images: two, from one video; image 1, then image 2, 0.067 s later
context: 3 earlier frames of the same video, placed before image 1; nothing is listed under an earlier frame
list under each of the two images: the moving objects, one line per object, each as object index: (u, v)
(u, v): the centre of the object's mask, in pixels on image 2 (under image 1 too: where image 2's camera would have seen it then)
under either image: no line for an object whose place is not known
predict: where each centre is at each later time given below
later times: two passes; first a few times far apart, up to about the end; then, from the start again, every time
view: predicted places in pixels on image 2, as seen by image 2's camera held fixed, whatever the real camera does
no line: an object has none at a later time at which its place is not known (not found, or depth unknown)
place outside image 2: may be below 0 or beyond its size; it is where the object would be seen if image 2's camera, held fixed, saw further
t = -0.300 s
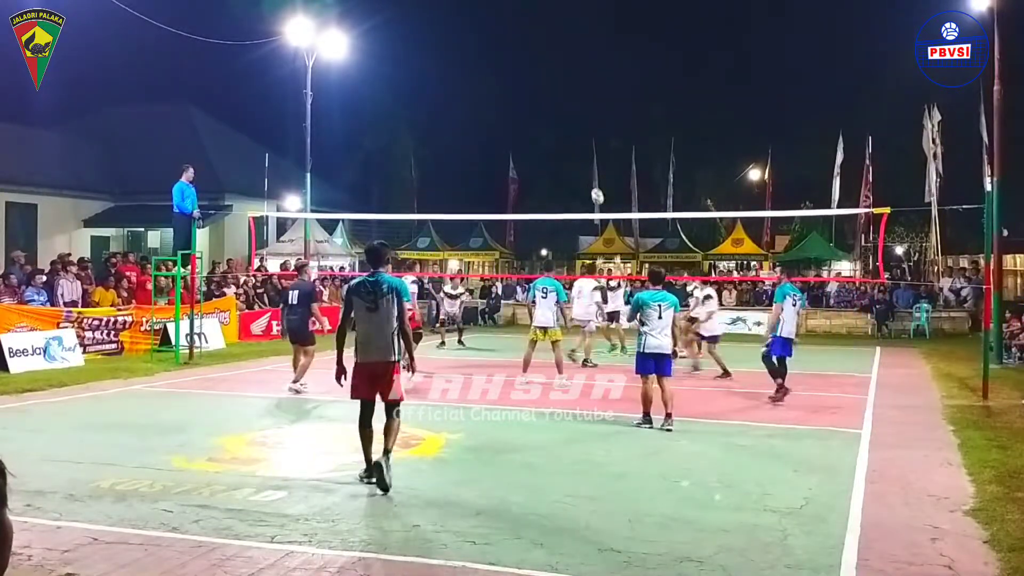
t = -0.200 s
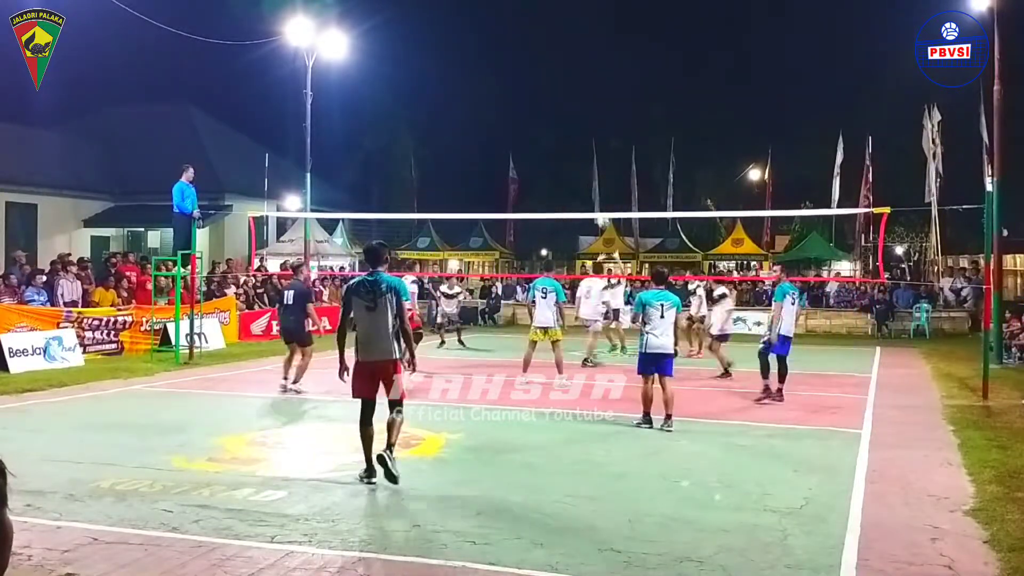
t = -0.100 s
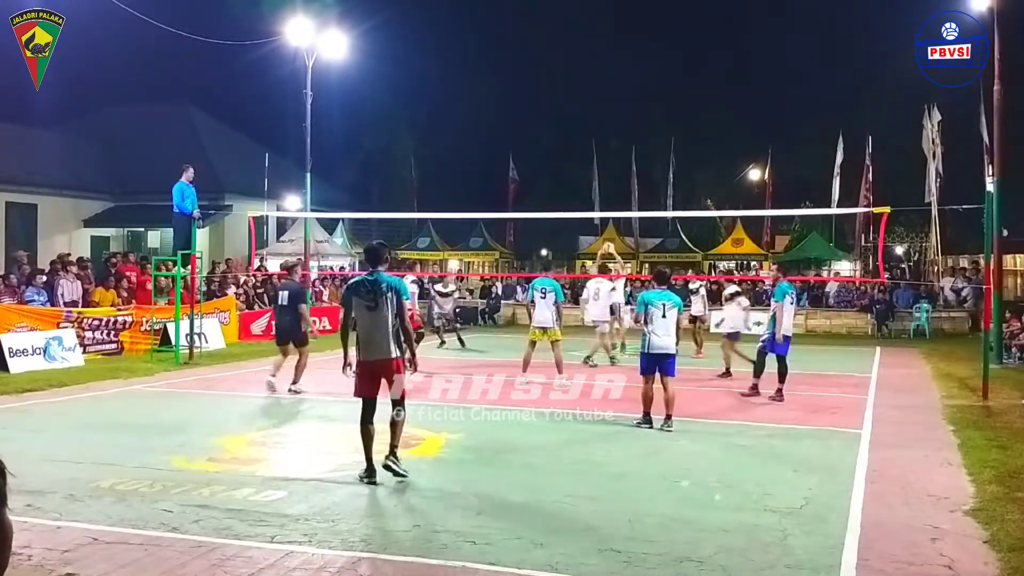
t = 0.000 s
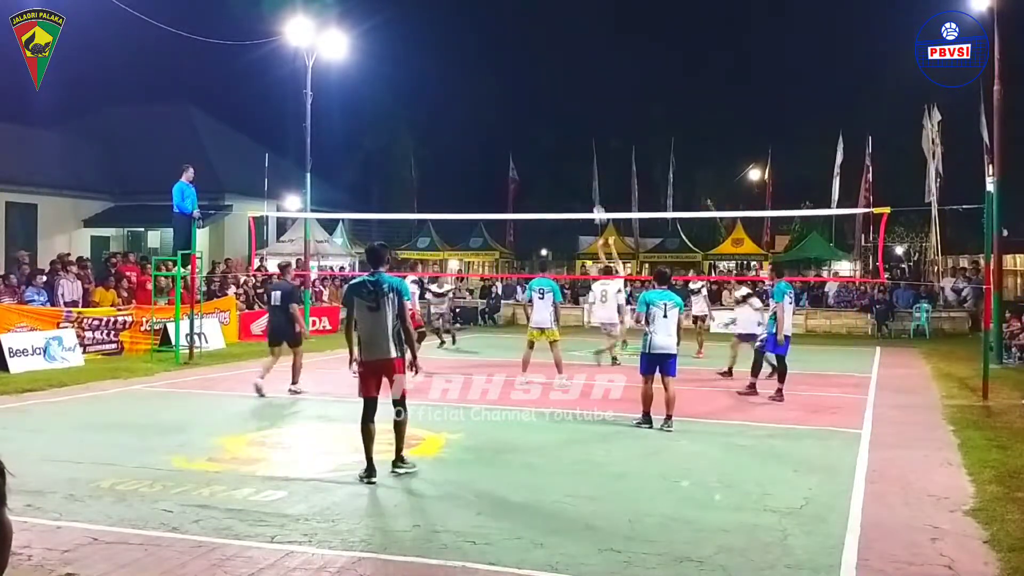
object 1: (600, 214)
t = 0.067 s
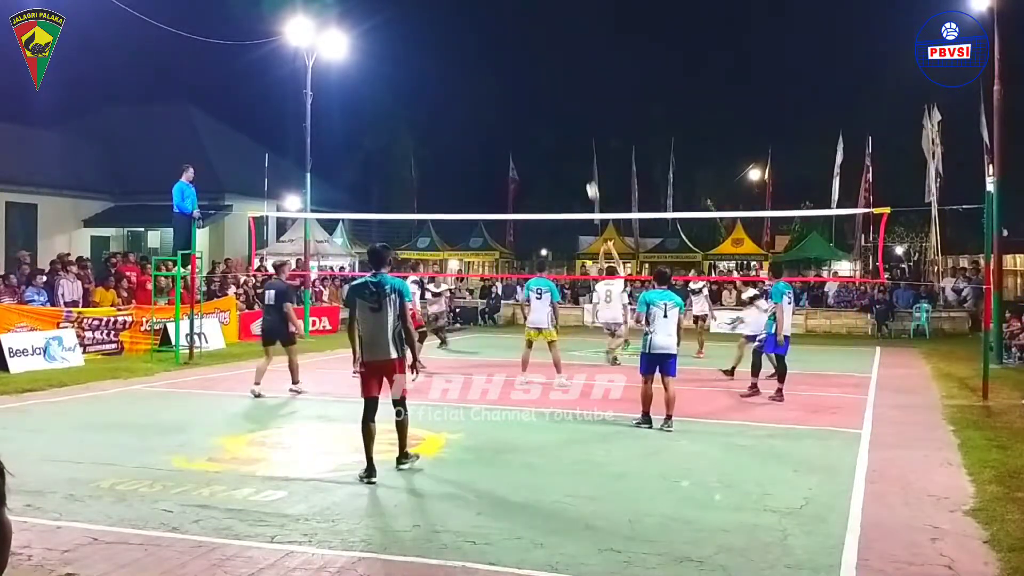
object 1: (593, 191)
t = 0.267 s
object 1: (571, 131)
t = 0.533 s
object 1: (543, 82)
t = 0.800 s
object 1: (513, 71)
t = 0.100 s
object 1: (589, 179)
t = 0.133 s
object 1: (585, 169)
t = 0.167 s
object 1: (582, 158)
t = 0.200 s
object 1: (578, 148)
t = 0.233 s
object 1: (575, 139)
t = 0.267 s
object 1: (571, 131)
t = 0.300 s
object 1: (568, 123)
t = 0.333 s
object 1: (564, 115)
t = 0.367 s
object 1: (561, 108)
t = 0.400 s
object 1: (557, 102)
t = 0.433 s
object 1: (553, 96)
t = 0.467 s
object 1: (550, 90)
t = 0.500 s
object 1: (546, 86)
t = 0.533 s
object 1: (543, 82)
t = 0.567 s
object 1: (539, 78)
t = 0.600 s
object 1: (535, 75)
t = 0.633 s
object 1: (532, 73)
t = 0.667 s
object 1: (528, 72)
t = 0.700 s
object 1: (524, 70)
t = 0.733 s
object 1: (521, 70)
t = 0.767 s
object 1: (517, 70)
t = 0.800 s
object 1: (513, 71)
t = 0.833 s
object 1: (510, 72)
